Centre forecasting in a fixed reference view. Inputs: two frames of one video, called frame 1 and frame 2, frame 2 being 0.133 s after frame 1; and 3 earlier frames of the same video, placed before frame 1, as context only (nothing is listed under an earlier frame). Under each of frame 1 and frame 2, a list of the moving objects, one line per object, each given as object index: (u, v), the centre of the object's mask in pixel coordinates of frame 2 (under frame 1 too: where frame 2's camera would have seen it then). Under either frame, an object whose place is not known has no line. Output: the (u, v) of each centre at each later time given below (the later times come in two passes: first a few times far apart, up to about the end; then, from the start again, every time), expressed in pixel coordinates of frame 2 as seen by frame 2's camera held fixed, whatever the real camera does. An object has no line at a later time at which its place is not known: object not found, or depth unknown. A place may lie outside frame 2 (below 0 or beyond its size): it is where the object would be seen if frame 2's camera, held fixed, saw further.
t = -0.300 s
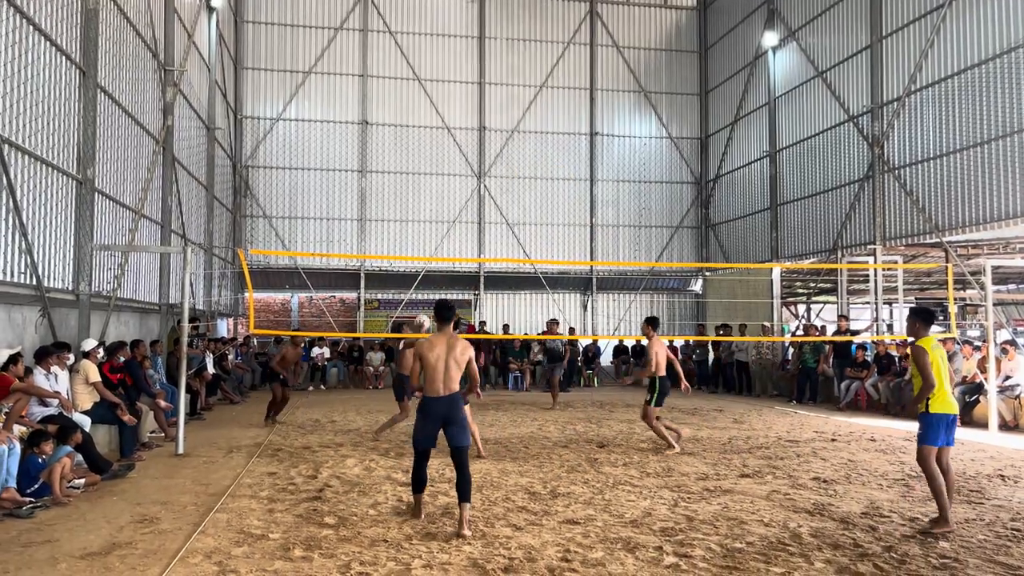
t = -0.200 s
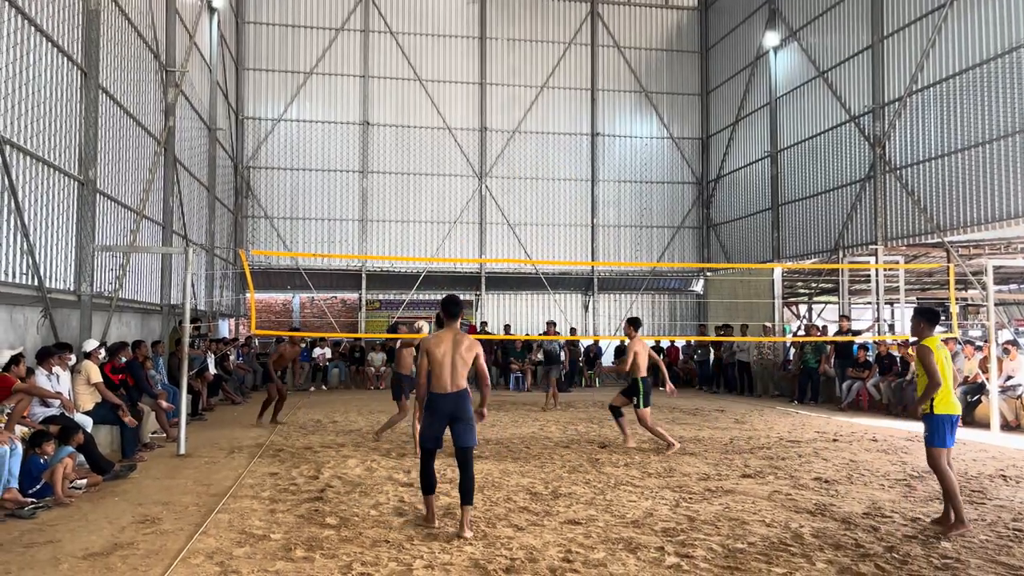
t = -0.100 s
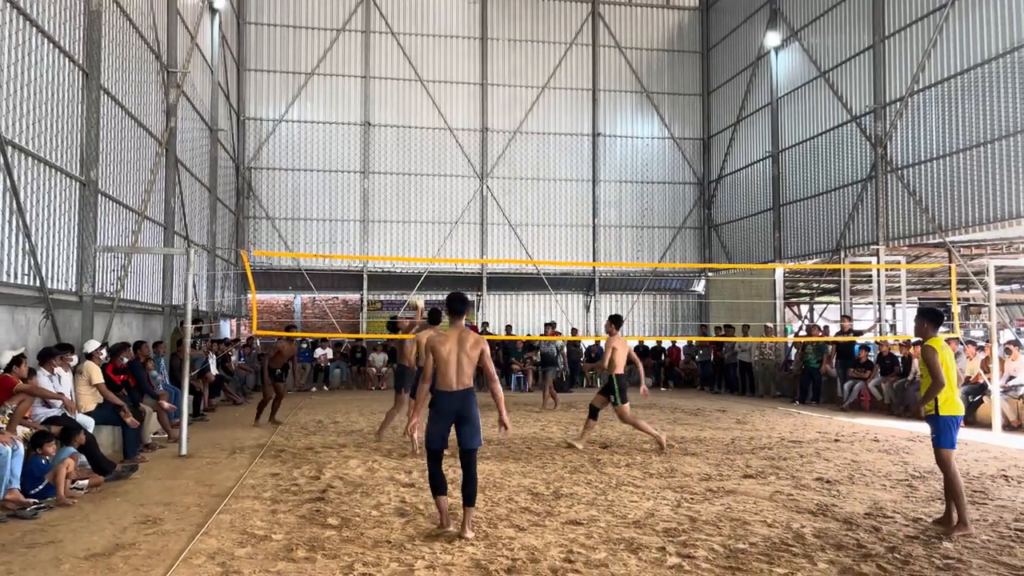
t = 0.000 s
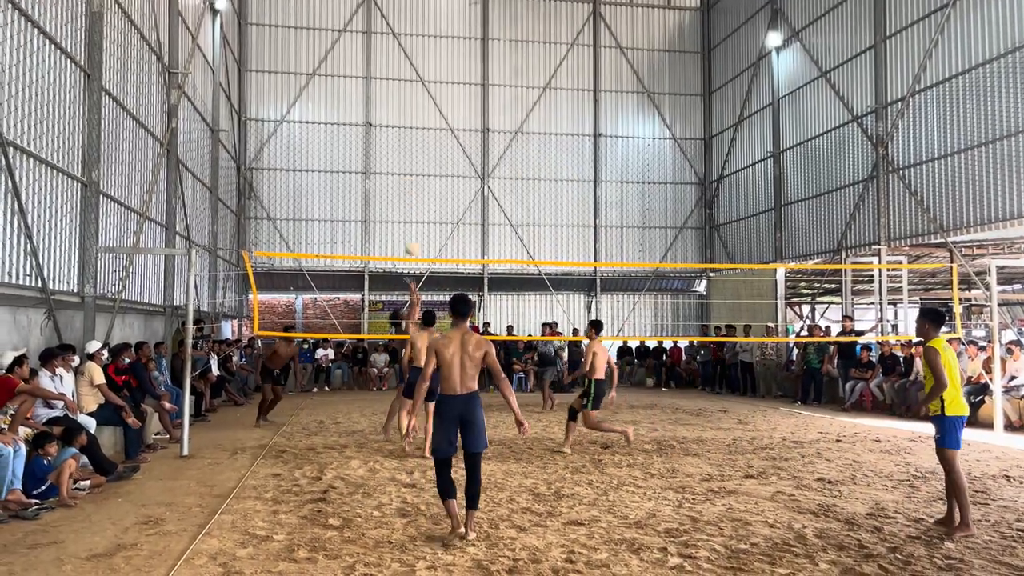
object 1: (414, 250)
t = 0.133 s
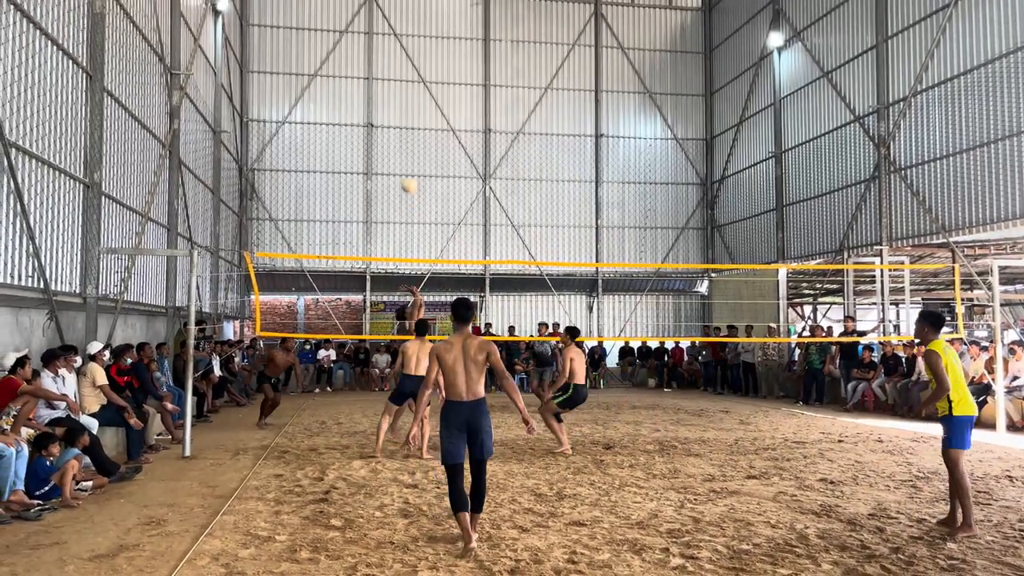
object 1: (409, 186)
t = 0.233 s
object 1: (405, 147)
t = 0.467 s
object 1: (396, 86)
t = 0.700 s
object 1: (388, 63)
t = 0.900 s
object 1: (381, 74)
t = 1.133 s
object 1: (373, 121)
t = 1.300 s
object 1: (367, 177)
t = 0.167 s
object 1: (408, 172)
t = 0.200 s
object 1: (406, 159)
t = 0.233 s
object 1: (405, 147)
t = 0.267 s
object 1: (403, 135)
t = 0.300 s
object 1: (402, 125)
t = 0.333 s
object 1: (401, 116)
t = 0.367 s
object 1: (399, 107)
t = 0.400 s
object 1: (398, 99)
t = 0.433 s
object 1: (397, 92)
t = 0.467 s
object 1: (396, 86)
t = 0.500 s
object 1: (396, 81)
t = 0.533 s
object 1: (394, 75)
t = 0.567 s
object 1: (392, 71)
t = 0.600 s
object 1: (391, 68)
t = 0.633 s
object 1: (390, 66)
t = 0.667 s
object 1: (390, 65)
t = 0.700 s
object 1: (388, 63)
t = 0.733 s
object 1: (386, 63)
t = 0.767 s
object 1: (385, 64)
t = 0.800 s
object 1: (384, 65)
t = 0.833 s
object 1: (383, 67)
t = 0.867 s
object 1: (382, 70)
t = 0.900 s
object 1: (381, 74)
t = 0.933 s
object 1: (380, 79)
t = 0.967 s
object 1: (379, 84)
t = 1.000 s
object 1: (378, 90)
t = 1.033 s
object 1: (377, 97)
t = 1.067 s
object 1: (375, 105)
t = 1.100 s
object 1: (374, 112)
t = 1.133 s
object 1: (373, 121)
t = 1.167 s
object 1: (372, 131)
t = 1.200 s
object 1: (370, 142)
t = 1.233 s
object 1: (370, 152)
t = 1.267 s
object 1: (369, 164)
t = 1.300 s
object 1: (367, 177)
